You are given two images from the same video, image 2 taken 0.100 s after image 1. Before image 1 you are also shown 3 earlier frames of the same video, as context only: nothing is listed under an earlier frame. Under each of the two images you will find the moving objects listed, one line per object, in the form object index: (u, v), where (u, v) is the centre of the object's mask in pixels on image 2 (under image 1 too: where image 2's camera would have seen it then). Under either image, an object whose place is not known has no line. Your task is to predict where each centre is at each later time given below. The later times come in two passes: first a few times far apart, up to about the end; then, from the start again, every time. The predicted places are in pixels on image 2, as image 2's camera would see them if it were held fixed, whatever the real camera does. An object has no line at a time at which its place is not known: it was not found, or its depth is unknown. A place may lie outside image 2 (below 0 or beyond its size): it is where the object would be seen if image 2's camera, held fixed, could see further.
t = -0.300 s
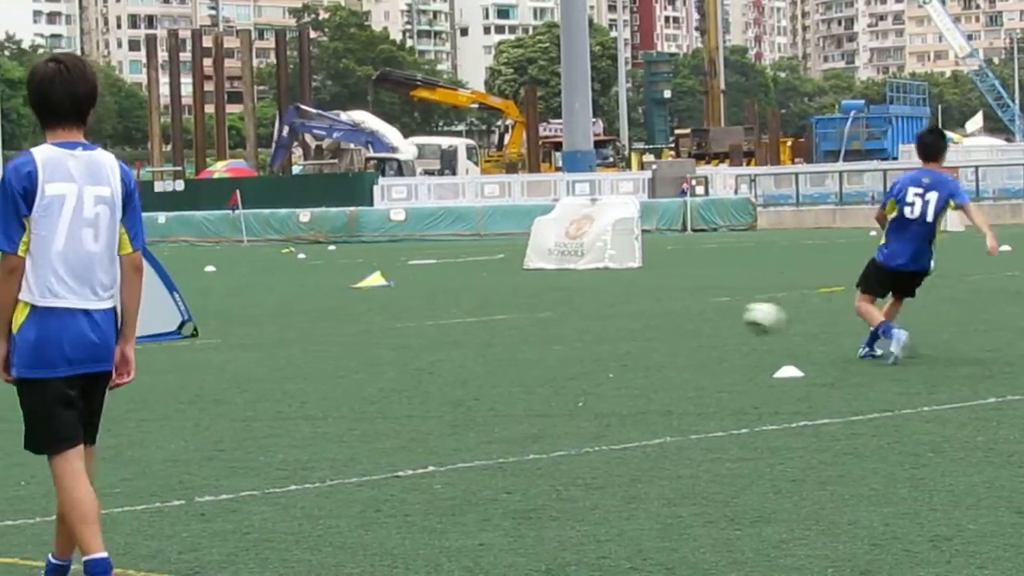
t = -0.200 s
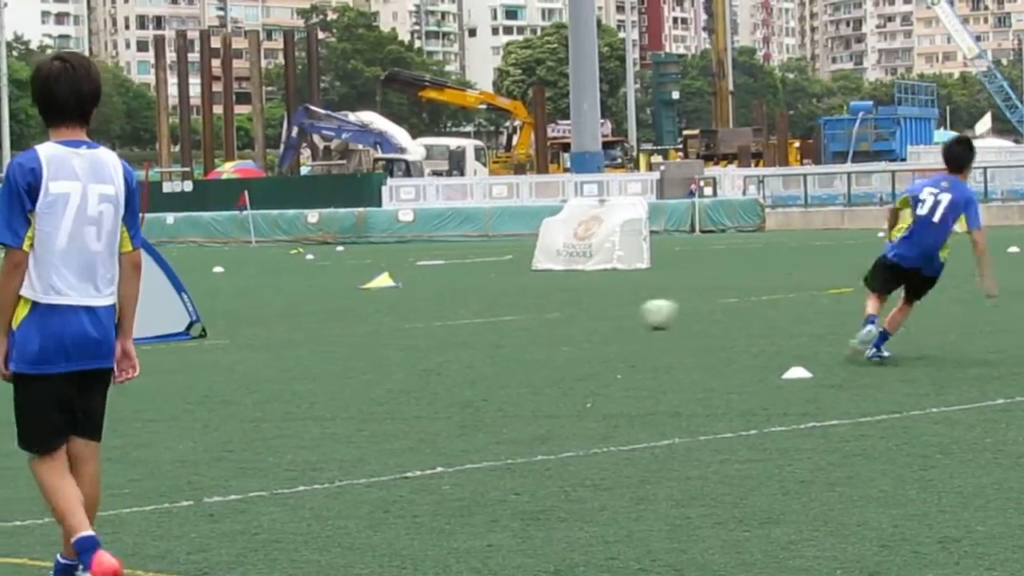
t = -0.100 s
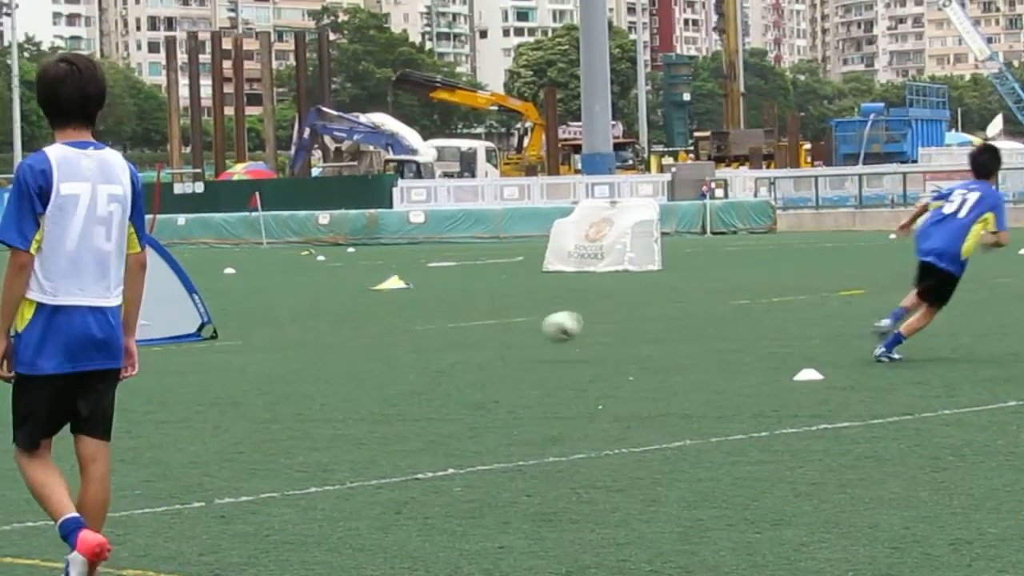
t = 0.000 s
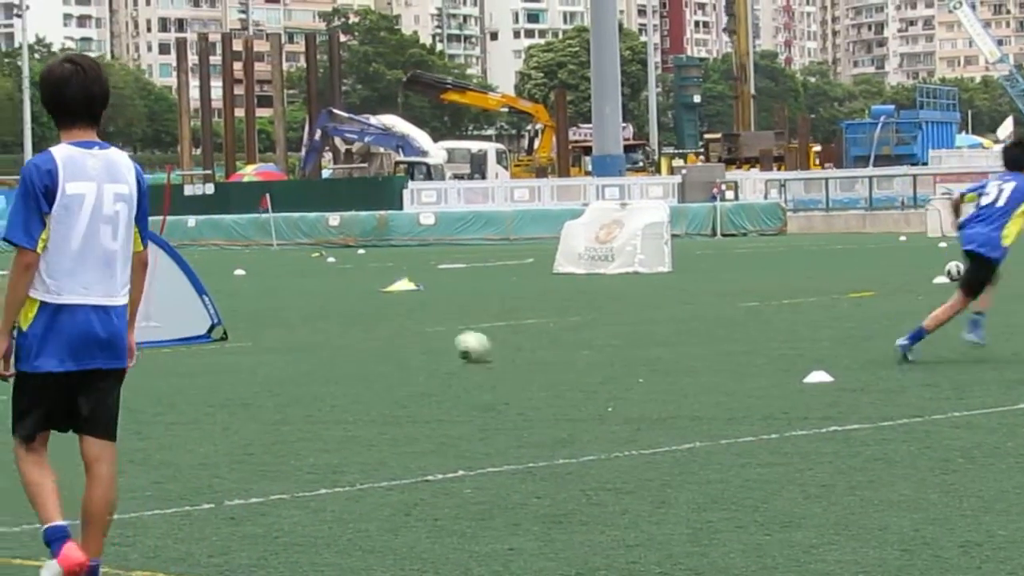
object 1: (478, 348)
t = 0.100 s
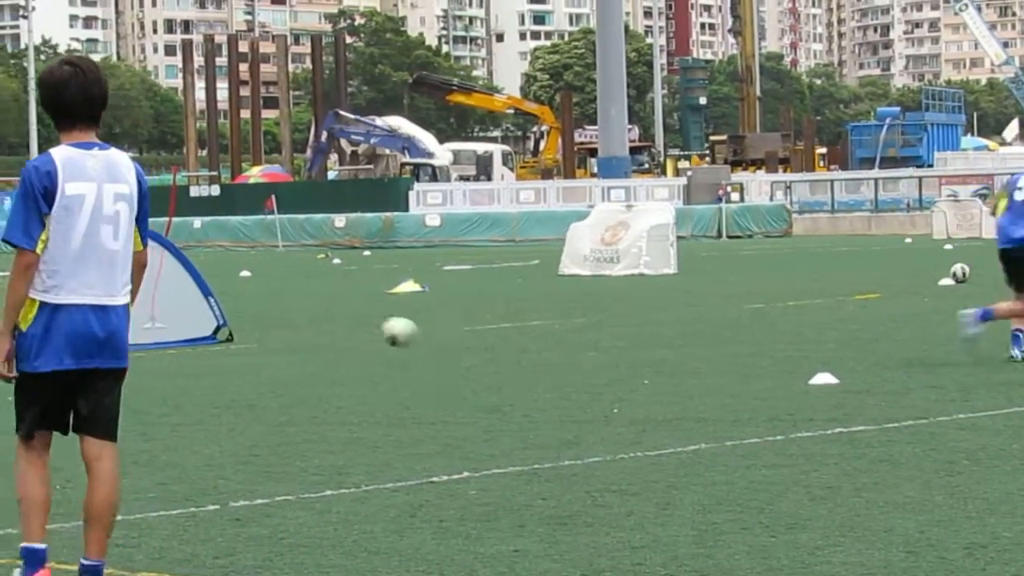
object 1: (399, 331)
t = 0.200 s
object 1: (324, 329)
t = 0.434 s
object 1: (155, 333)
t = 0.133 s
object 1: (374, 329)
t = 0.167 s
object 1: (348, 328)
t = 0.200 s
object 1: (324, 329)
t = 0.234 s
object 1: (300, 331)
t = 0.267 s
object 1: (274, 335)
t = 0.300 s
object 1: (251, 340)
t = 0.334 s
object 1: (228, 348)
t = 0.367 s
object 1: (203, 344)
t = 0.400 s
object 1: (181, 339)
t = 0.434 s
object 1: (155, 333)
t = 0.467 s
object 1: (133, 331)
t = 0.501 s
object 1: (115, 330)
